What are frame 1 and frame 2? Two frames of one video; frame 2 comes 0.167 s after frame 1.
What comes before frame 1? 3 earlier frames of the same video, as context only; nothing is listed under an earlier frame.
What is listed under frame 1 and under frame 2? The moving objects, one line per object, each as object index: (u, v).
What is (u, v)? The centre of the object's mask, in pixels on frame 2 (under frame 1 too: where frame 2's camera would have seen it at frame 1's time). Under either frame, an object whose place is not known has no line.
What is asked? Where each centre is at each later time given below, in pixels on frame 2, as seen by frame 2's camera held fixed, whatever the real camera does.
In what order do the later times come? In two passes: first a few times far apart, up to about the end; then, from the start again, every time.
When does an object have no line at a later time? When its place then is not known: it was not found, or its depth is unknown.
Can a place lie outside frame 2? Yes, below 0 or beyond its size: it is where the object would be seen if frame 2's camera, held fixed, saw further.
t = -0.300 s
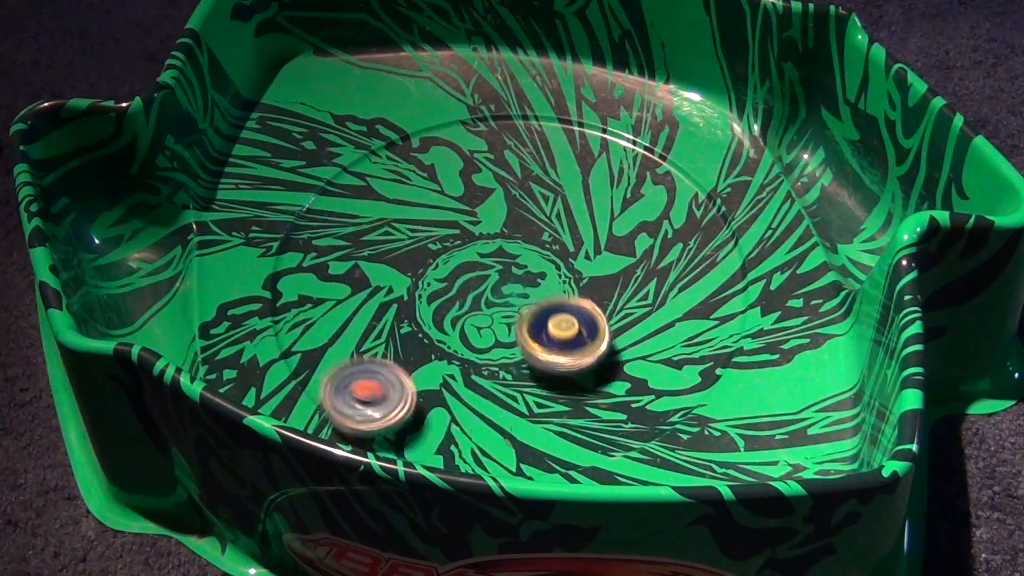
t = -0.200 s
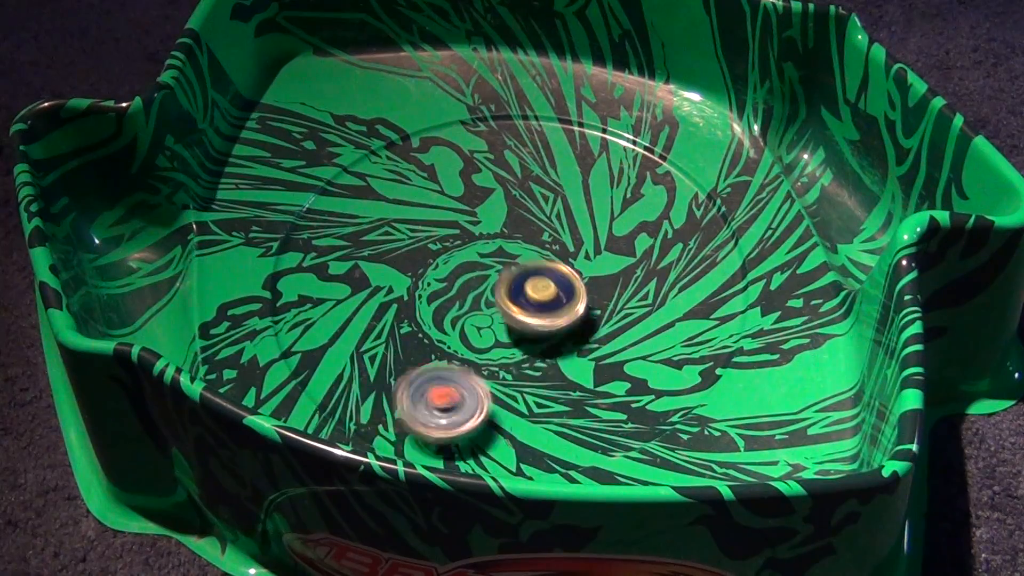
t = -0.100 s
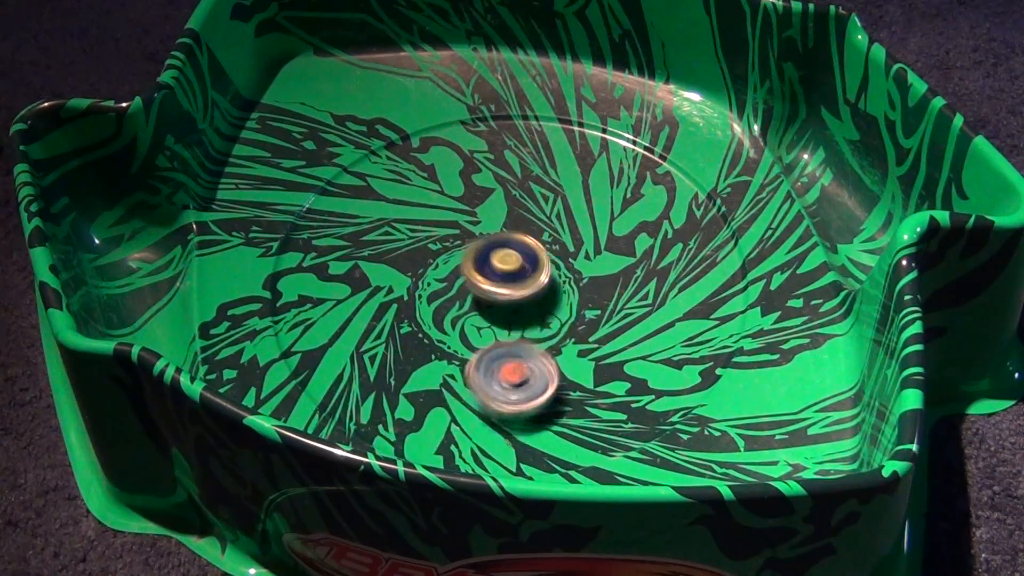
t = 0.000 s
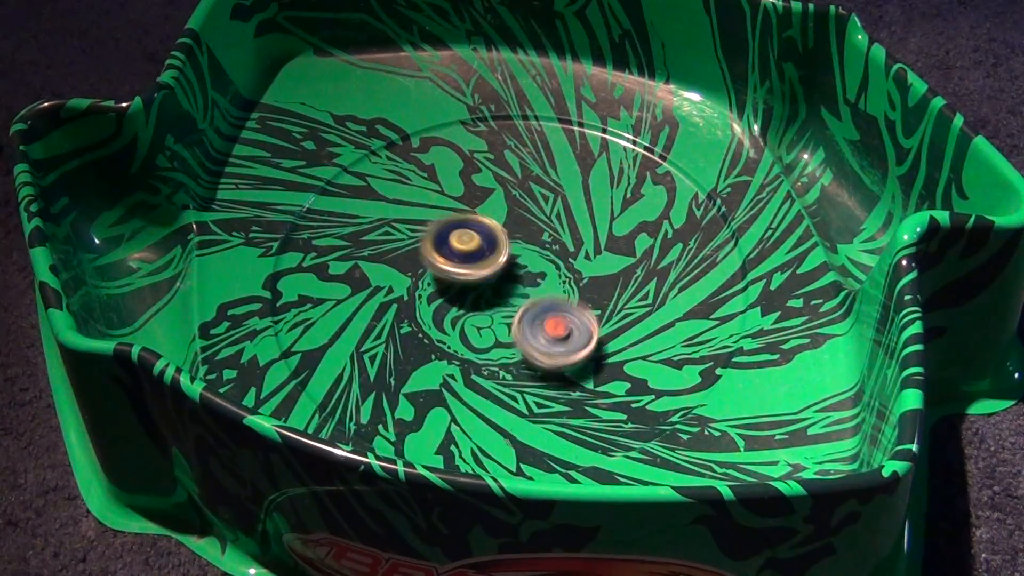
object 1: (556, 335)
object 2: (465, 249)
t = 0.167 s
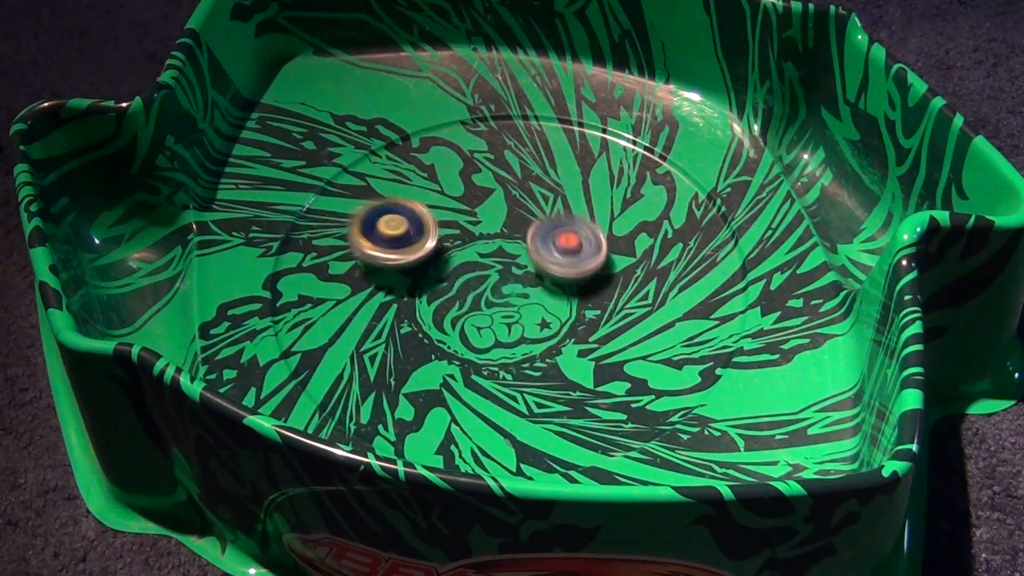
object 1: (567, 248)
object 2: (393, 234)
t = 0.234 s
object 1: (558, 217)
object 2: (365, 236)
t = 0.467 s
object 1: (473, 137)
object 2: (323, 288)
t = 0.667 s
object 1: (367, 147)
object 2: (402, 319)
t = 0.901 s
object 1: (368, 263)
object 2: (499, 276)
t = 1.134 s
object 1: (510, 316)
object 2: (529, 208)
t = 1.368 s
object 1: (642, 270)
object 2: (500, 156)
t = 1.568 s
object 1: (666, 188)
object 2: (451, 151)
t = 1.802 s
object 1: (551, 153)
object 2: (444, 213)
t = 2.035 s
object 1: (448, 169)
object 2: (515, 318)
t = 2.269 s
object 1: (393, 260)
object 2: (629, 349)
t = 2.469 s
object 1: (458, 343)
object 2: (703, 305)
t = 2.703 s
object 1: (602, 351)
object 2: (674, 228)
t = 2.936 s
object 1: (650, 254)
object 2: (537, 219)
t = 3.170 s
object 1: (547, 192)
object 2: (417, 295)
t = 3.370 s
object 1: (435, 214)
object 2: (416, 380)
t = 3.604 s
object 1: (370, 302)
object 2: (528, 413)
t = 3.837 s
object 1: (453, 386)
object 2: (600, 307)
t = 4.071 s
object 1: (589, 347)
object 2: (480, 194)
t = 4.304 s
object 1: (596, 242)
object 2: (293, 214)
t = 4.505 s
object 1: (519, 180)
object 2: (377, 408)
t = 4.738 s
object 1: (396, 182)
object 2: (640, 318)
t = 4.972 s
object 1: (354, 275)
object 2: (569, 115)
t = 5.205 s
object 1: (462, 348)
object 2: (302, 107)
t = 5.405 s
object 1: (581, 324)
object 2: (291, 235)
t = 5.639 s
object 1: (633, 234)
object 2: (541, 332)
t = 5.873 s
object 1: (554, 166)
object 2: (677, 171)
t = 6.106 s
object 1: (436, 198)
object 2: (469, 73)
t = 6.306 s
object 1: (395, 277)
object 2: (328, 151)
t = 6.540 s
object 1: (553, 422)
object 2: (376, 319)
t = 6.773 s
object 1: (765, 419)
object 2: (604, 335)
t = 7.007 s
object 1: (771, 372)
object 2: (640, 169)
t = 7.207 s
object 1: (642, 313)
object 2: (461, 123)
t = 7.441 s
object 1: (483, 298)
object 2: (332, 273)
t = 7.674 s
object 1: (468, 246)
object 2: (476, 443)
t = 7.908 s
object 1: (429, 195)
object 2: (742, 411)
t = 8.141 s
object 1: (332, 179)
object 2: (702, 231)
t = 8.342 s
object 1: (336, 247)
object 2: (527, 156)
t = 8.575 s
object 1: (462, 278)
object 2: (310, 197)
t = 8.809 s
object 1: (576, 243)
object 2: (365, 397)
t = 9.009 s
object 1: (630, 186)
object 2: (573, 362)
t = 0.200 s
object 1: (563, 231)
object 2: (378, 234)
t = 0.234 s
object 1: (558, 217)
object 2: (365, 236)
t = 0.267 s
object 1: (550, 202)
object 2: (352, 239)
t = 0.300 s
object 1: (541, 189)
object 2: (341, 244)
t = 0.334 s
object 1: (529, 175)
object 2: (332, 250)
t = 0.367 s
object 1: (518, 164)
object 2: (325, 258)
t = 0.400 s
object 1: (503, 155)
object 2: (322, 267)
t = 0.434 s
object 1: (489, 145)
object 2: (321, 277)
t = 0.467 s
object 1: (473, 137)
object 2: (323, 288)
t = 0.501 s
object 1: (456, 133)
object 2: (330, 297)
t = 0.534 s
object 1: (437, 129)
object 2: (340, 306)
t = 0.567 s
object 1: (419, 130)
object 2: (354, 313)
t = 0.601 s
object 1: (400, 131)
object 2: (369, 317)
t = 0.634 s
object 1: (382, 136)
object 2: (385, 319)
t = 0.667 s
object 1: (367, 147)
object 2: (402, 319)
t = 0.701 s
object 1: (354, 160)
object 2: (420, 317)
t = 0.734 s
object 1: (346, 174)
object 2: (436, 314)
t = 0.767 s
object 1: (342, 192)
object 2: (453, 310)
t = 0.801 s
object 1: (343, 210)
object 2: (468, 303)
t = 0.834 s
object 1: (347, 226)
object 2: (481, 295)
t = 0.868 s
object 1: (355, 244)
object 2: (491, 286)
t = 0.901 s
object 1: (368, 263)
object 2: (499, 276)
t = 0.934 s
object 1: (382, 275)
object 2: (506, 266)
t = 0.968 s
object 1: (399, 287)
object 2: (512, 256)
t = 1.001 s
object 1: (421, 298)
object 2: (517, 247)
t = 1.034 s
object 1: (442, 306)
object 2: (522, 237)
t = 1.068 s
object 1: (464, 313)
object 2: (526, 227)
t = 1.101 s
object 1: (488, 315)
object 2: (528, 217)
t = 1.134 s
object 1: (510, 316)
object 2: (529, 208)
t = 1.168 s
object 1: (532, 315)
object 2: (528, 198)
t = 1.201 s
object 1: (555, 311)
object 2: (526, 190)
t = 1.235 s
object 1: (575, 307)
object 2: (522, 181)
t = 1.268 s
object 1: (594, 301)
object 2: (519, 174)
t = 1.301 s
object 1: (612, 291)
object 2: (513, 168)
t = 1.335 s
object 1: (627, 281)
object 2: (507, 162)
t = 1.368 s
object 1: (642, 270)
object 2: (500, 156)
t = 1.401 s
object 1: (653, 257)
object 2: (494, 152)
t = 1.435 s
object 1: (662, 245)
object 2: (486, 149)
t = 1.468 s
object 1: (668, 231)
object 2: (478, 147)
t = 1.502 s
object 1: (670, 215)
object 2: (469, 147)
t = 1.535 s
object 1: (669, 201)
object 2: (460, 148)
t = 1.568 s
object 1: (666, 188)
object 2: (451, 151)
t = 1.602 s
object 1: (658, 176)
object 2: (443, 155)
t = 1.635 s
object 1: (646, 165)
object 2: (437, 163)
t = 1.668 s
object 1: (630, 154)
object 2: (433, 170)
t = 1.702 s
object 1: (612, 150)
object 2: (432, 181)
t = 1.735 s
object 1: (592, 148)
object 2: (434, 192)
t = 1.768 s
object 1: (571, 150)
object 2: (438, 202)
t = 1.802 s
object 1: (551, 153)
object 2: (444, 213)
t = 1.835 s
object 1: (529, 158)
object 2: (452, 223)
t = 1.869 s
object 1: (510, 167)
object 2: (461, 232)
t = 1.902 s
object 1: (494, 174)
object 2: (471, 241)
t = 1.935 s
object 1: (479, 178)
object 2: (481, 257)
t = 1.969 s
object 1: (469, 169)
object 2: (491, 281)
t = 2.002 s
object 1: (459, 167)
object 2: (501, 301)
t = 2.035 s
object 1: (448, 169)
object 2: (515, 318)
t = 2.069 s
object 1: (436, 174)
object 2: (528, 332)
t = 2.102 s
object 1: (423, 184)
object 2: (543, 342)
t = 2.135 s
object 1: (412, 198)
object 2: (559, 349)
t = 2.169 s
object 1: (404, 213)
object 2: (576, 352)
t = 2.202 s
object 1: (398, 229)
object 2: (593, 352)
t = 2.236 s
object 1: (395, 246)
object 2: (611, 351)
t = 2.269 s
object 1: (393, 260)
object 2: (629, 349)
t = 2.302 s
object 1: (395, 275)
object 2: (645, 345)
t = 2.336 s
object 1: (403, 291)
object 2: (660, 340)
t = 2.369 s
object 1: (414, 306)
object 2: (675, 333)
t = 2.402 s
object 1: (426, 321)
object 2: (687, 325)
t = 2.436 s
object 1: (440, 334)
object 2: (696, 316)
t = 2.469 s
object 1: (458, 343)
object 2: (703, 305)
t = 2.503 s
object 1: (477, 353)
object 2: (708, 294)
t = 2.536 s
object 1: (497, 360)
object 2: (710, 282)
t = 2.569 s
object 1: (518, 363)
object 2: (708, 270)
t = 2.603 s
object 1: (541, 363)
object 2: (704, 259)
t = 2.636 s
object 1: (562, 361)
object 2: (697, 248)
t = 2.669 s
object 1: (583, 356)
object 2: (687, 238)
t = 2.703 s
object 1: (602, 351)
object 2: (674, 228)
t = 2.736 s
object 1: (618, 338)
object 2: (658, 221)
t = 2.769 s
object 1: (632, 327)
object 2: (641, 216)
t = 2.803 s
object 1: (644, 313)
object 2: (623, 213)
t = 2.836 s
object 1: (651, 298)
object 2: (601, 211)
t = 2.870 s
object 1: (654, 284)
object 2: (579, 212)
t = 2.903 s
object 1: (654, 268)
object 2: (557, 215)
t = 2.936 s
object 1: (650, 254)
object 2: (537, 219)
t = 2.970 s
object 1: (642, 241)
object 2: (515, 225)
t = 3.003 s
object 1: (632, 226)
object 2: (495, 233)
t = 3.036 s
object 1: (619, 215)
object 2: (475, 243)
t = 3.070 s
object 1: (603, 206)
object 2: (458, 255)
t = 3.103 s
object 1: (586, 199)
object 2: (443, 267)
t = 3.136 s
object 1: (568, 194)
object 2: (429, 280)
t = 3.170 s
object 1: (547, 192)
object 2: (417, 295)
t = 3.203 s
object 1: (527, 189)
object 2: (409, 310)
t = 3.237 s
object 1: (507, 191)
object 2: (405, 325)
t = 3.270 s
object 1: (488, 195)
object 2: (404, 340)
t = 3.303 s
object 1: (471, 200)
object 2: (405, 354)
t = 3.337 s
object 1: (452, 205)
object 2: (410, 368)
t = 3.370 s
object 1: (435, 214)
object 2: (416, 380)
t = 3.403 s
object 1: (419, 223)
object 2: (425, 391)
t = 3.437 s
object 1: (405, 234)
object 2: (436, 399)
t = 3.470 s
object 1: (392, 246)
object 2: (450, 408)
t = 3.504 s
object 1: (381, 258)
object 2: (467, 414)
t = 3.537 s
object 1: (374, 272)
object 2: (486, 416)
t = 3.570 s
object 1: (370, 287)
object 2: (506, 416)
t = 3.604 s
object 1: (370, 302)
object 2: (528, 413)
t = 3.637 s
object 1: (373, 318)
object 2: (546, 406)
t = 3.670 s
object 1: (379, 333)
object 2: (564, 396)
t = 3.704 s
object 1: (389, 349)
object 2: (579, 382)
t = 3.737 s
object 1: (400, 360)
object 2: (590, 367)
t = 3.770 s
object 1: (415, 372)
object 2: (599, 349)
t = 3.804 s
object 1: (432, 380)
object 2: (601, 328)
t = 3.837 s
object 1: (453, 386)
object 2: (600, 307)
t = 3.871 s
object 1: (477, 389)
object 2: (592, 288)
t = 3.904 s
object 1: (499, 390)
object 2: (582, 268)
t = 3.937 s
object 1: (521, 386)
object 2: (567, 249)
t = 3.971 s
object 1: (541, 380)
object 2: (549, 233)
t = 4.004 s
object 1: (560, 371)
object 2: (528, 216)
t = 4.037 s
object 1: (577, 359)
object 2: (505, 203)
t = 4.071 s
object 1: (589, 347)
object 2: (480, 194)
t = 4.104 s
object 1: (599, 332)
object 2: (453, 187)
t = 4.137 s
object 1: (604, 317)
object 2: (425, 182)
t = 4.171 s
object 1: (607, 301)
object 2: (396, 181)
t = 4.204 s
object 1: (608, 284)
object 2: (368, 183)
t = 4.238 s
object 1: (606, 269)
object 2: (340, 189)
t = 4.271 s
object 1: (602, 256)
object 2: (315, 200)
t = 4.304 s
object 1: (596, 242)
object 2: (293, 214)
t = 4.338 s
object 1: (587, 229)
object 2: (284, 242)
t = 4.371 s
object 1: (576, 216)
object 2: (284, 281)
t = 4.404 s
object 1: (564, 205)
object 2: (293, 323)
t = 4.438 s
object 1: (550, 196)
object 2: (310, 357)
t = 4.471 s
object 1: (535, 187)
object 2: (341, 388)
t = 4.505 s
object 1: (519, 180)
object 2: (377, 408)
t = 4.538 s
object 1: (501, 174)
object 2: (418, 419)
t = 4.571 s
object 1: (484, 171)
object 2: (466, 424)
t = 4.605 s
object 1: (466, 170)
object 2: (514, 417)
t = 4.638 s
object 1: (447, 170)
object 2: (554, 403)
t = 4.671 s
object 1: (430, 169)
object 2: (591, 380)
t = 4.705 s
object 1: (411, 175)
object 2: (622, 351)
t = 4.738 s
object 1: (396, 182)
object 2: (640, 318)
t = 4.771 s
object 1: (382, 192)
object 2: (653, 286)
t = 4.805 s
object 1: (370, 202)
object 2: (656, 254)
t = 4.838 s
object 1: (361, 216)
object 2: (651, 222)
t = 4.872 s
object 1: (355, 228)
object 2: (641, 191)
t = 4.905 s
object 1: (350, 244)
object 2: (621, 163)
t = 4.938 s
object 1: (351, 260)
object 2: (599, 135)
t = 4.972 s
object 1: (354, 275)
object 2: (569, 115)
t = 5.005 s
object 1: (362, 290)
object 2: (531, 102)
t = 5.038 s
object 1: (373, 303)
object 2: (483, 101)
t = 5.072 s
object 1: (387, 315)
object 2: (434, 101)
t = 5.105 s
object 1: (405, 326)
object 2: (391, 103)
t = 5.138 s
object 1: (422, 334)
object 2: (357, 103)
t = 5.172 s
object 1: (442, 342)
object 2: (325, 103)
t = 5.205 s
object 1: (462, 348)
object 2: (302, 107)
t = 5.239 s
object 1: (484, 351)
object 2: (287, 116)
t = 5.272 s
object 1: (506, 351)
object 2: (278, 129)
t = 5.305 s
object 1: (526, 348)
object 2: (273, 147)
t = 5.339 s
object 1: (546, 343)
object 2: (274, 175)
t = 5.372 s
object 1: (565, 334)
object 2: (279, 202)
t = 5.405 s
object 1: (581, 324)
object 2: (291, 235)
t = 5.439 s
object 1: (596, 314)
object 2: (310, 267)
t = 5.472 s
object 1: (608, 302)
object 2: (338, 295)
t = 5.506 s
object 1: (619, 289)
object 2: (373, 317)
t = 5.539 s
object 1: (627, 277)
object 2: (414, 332)
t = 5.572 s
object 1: (633, 263)
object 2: (455, 339)
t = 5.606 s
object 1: (634, 247)
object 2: (499, 339)
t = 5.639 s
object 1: (633, 234)
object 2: (541, 332)
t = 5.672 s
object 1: (629, 220)
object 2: (579, 318)
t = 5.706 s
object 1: (623, 208)
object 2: (610, 301)
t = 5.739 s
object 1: (614, 195)
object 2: (635, 277)
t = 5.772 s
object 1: (602, 183)
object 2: (656, 252)
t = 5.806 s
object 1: (588, 175)
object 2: (669, 226)
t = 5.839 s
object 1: (572, 169)
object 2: (676, 198)
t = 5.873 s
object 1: (554, 166)
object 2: (677, 171)
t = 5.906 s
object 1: (535, 165)
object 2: (667, 143)
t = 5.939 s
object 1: (517, 163)
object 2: (635, 121)
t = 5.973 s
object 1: (498, 165)
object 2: (603, 103)
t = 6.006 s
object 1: (481, 171)
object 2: (573, 87)
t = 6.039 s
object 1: (466, 179)
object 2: (539, 76)
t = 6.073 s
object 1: (449, 184)
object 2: (503, 72)
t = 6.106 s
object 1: (436, 198)
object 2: (469, 73)
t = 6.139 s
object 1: (425, 208)
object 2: (431, 80)
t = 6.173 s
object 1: (415, 221)
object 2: (396, 90)
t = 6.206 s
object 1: (407, 234)
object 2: (370, 102)
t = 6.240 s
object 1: (400, 249)
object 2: (347, 116)
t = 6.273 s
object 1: (396, 263)
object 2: (334, 132)
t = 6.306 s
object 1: (395, 277)
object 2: (328, 151)
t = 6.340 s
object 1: (399, 292)
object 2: (326, 178)
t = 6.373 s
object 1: (404, 306)
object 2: (328, 209)
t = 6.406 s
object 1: (412, 320)
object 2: (334, 242)
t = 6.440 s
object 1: (422, 335)
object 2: (347, 274)
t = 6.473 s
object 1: (449, 358)
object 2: (358, 296)
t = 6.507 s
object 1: (501, 394)
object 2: (363, 306)
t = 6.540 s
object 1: (553, 422)
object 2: (376, 319)
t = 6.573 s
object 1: (601, 440)
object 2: (396, 332)
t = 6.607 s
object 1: (635, 432)
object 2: (424, 346)
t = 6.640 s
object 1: (669, 435)
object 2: (458, 356)
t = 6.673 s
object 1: (697, 429)
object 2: (499, 362)
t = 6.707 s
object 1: (724, 427)
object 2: (538, 360)
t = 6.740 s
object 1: (745, 422)
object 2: (573, 351)
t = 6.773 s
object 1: (765, 419)
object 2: (604, 335)
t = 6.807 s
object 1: (783, 416)
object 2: (628, 315)
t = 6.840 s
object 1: (798, 412)
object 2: (649, 293)
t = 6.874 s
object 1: (815, 410)
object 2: (661, 267)
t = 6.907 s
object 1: (813, 398)
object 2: (667, 242)
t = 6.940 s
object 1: (799, 389)
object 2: (664, 218)
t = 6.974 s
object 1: (784, 380)
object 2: (655, 190)
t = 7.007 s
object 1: (771, 372)
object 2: (640, 169)
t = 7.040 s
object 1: (754, 362)
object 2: (618, 150)
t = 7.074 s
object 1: (736, 352)
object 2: (592, 134)
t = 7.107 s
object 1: (713, 341)
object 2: (561, 124)
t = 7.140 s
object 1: (693, 330)
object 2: (528, 119)
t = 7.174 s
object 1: (669, 322)
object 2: (495, 118)
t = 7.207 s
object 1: (642, 313)
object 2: (461, 123)
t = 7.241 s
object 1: (619, 308)
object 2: (427, 133)
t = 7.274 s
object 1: (593, 303)
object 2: (396, 148)
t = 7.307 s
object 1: (568, 299)
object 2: (371, 166)
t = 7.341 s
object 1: (545, 298)
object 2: (352, 190)
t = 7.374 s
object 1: (525, 303)
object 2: (339, 216)
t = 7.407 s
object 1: (504, 303)
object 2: (332, 244)
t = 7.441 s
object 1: (483, 298)
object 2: (332, 273)
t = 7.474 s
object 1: (463, 301)
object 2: (340, 303)
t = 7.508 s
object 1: (444, 304)
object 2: (355, 331)
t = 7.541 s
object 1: (433, 302)
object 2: (373, 360)
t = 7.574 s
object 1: (444, 285)
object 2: (377, 395)
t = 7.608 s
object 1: (454, 270)
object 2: (393, 420)
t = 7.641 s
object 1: (463, 256)
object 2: (428, 431)
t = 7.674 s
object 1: (468, 246)
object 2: (476, 443)
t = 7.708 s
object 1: (469, 235)
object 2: (520, 448)
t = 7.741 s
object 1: (469, 227)
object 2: (561, 451)
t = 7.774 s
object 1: (466, 218)
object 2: (604, 452)
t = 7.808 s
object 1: (459, 213)
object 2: (648, 450)
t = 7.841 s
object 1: (451, 207)
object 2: (686, 446)
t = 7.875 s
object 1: (440, 200)
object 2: (719, 433)
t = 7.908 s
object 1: (429, 195)
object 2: (742, 411)
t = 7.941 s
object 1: (415, 189)
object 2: (754, 387)
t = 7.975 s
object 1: (401, 182)
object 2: (758, 358)
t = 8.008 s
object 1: (388, 176)
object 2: (755, 329)
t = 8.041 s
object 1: (373, 174)
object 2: (749, 302)
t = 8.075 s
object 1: (359, 173)
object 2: (738, 277)
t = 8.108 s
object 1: (345, 176)
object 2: (722, 252)
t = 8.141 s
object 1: (332, 179)
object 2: (702, 231)
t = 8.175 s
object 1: (322, 185)
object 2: (678, 211)
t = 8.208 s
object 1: (315, 196)
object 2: (653, 194)
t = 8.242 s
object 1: (313, 209)
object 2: (624, 181)
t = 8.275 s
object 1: (317, 222)
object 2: (591, 169)
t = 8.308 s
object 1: (325, 236)
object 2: (561, 161)
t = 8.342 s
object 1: (336, 247)
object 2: (527, 156)
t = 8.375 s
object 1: (351, 258)
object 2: (494, 153)
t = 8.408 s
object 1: (369, 267)
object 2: (460, 153)
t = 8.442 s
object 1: (387, 273)
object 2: (428, 156)
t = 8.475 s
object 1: (406, 278)
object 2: (394, 162)
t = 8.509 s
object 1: (425, 279)
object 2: (364, 169)
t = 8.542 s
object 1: (444, 279)
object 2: (335, 182)
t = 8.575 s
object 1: (462, 278)
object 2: (310, 197)
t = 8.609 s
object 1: (481, 276)
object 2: (289, 216)
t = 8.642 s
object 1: (498, 272)
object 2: (281, 248)
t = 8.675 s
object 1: (515, 269)
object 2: (282, 288)
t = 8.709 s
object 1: (532, 264)
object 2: (293, 326)
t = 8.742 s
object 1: (547, 258)
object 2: (309, 355)
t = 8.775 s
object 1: (562, 251)
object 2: (333, 381)
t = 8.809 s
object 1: (576, 243)
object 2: (365, 397)
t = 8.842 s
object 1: (589, 237)
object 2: (400, 408)
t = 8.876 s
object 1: (601, 228)
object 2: (439, 410)
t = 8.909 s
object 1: (611, 218)
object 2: (478, 406)
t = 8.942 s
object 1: (620, 208)
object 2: (516, 397)
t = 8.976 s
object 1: (626, 197)
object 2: (547, 382)
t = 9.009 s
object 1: (630, 186)
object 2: (573, 362)
